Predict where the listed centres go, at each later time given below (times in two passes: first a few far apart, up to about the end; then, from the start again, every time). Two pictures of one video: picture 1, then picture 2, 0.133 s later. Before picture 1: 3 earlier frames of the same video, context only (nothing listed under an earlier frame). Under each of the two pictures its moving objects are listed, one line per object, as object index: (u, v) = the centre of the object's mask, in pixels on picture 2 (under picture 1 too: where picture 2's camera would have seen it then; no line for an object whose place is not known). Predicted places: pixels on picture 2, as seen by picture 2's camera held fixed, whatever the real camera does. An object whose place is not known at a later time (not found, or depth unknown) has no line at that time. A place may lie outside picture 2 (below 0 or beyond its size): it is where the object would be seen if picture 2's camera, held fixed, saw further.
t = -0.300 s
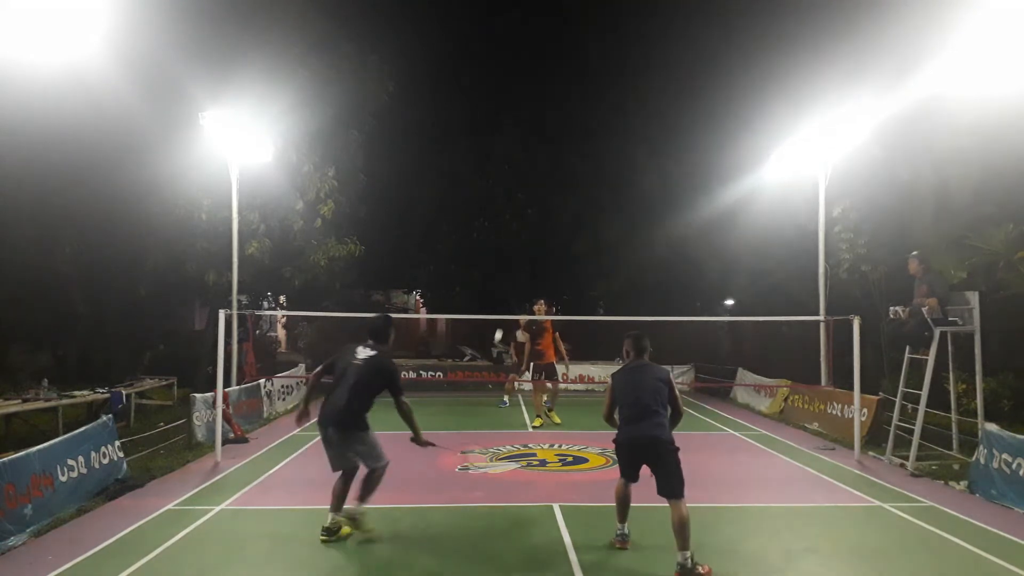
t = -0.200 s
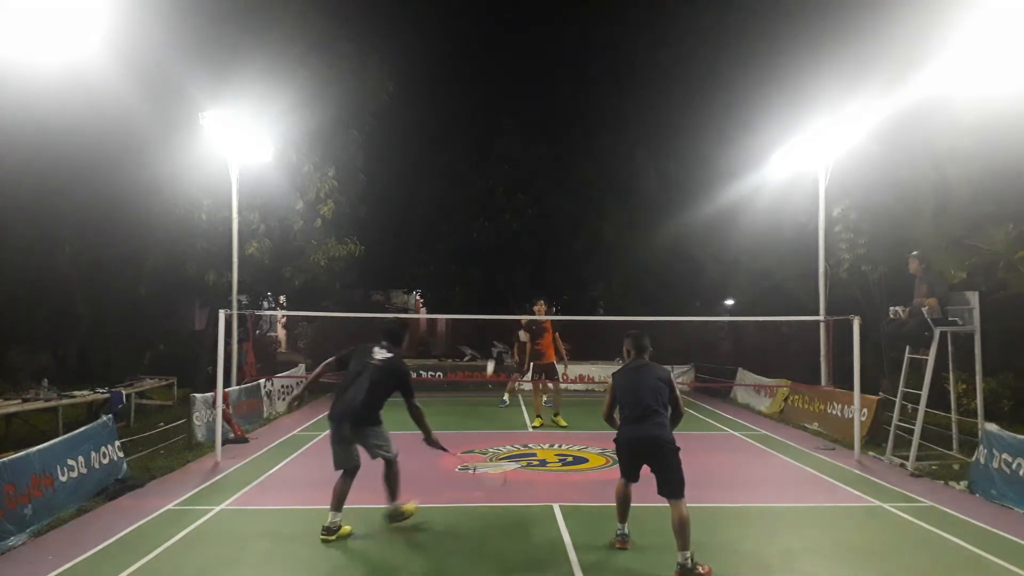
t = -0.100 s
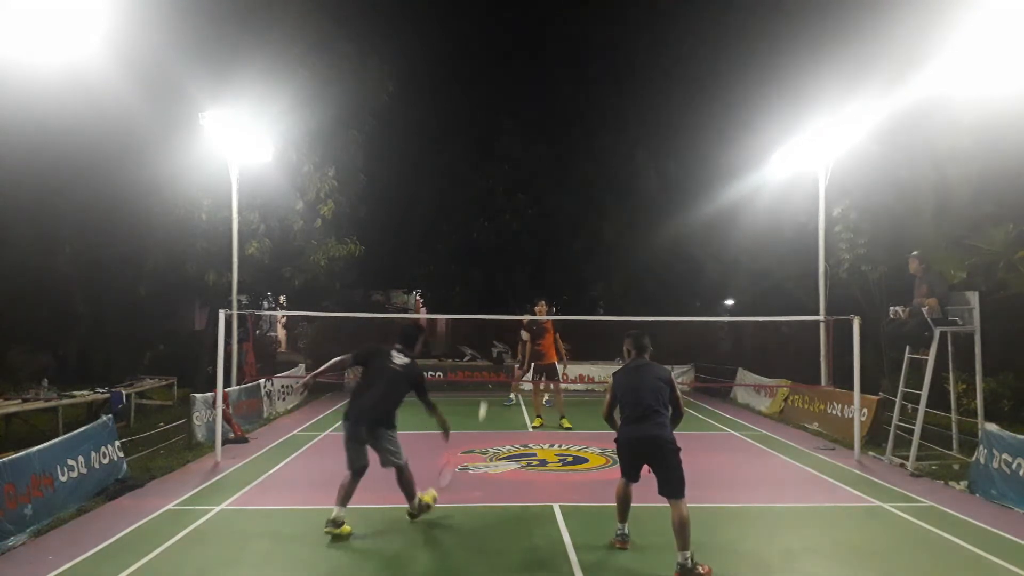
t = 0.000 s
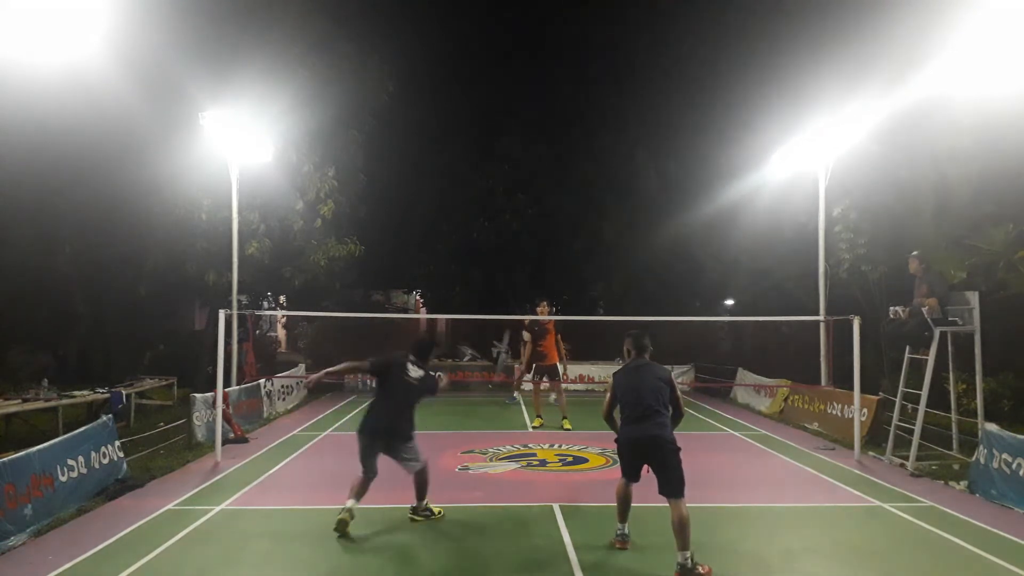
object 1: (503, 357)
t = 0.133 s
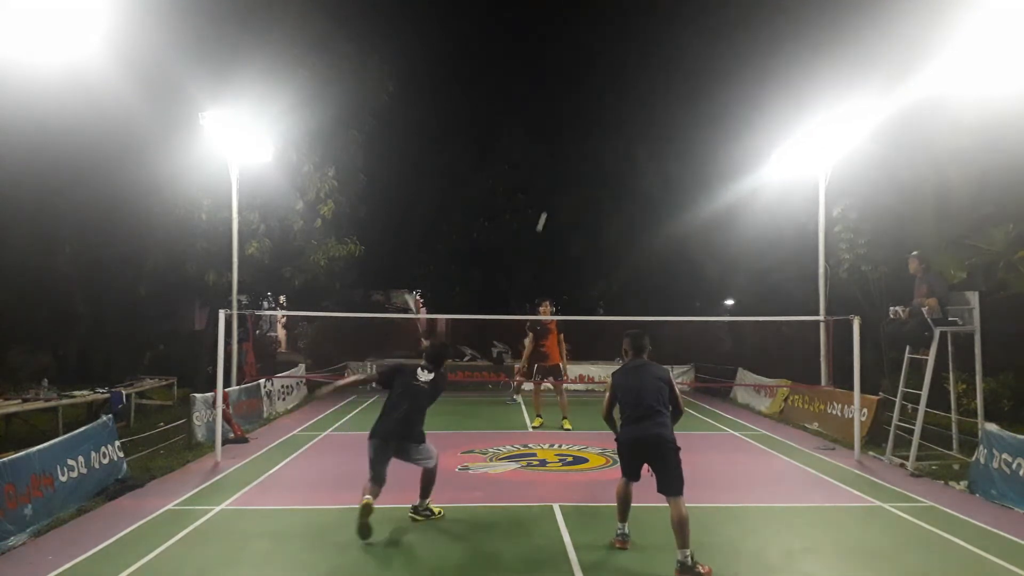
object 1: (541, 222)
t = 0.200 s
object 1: (552, 192)
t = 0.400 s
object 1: (573, 149)
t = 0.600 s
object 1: (587, 146)
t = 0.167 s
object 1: (547, 205)
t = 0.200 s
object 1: (552, 192)
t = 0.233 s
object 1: (556, 180)
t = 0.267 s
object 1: (560, 171)
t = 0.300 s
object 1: (564, 164)
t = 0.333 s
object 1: (567, 158)
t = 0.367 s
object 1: (571, 153)
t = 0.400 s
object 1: (573, 149)
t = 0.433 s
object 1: (576, 148)
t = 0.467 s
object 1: (578, 146)
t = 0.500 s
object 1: (580, 145)
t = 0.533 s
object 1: (583, 144)
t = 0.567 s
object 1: (585, 145)
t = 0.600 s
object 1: (587, 146)
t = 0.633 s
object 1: (590, 148)
